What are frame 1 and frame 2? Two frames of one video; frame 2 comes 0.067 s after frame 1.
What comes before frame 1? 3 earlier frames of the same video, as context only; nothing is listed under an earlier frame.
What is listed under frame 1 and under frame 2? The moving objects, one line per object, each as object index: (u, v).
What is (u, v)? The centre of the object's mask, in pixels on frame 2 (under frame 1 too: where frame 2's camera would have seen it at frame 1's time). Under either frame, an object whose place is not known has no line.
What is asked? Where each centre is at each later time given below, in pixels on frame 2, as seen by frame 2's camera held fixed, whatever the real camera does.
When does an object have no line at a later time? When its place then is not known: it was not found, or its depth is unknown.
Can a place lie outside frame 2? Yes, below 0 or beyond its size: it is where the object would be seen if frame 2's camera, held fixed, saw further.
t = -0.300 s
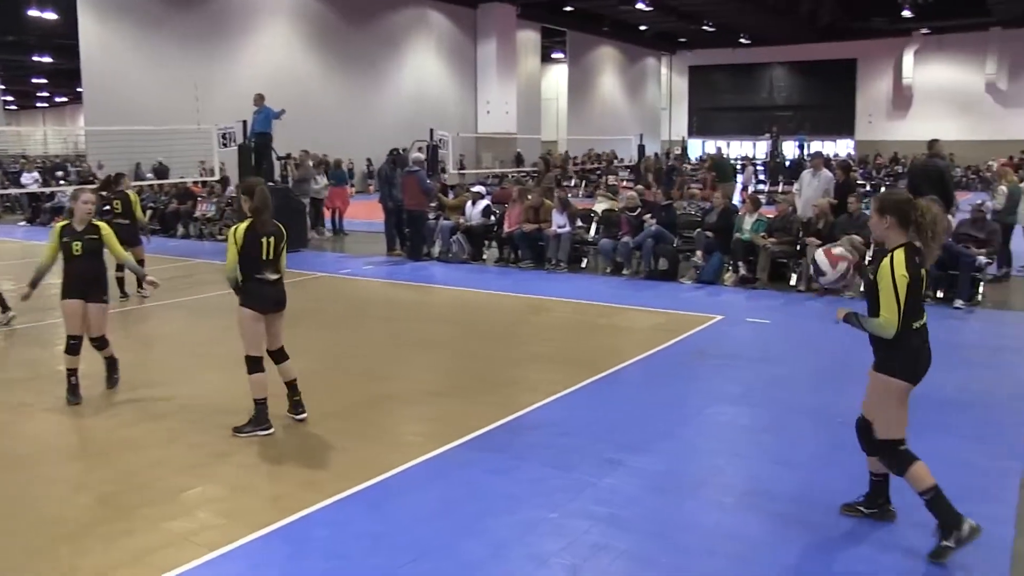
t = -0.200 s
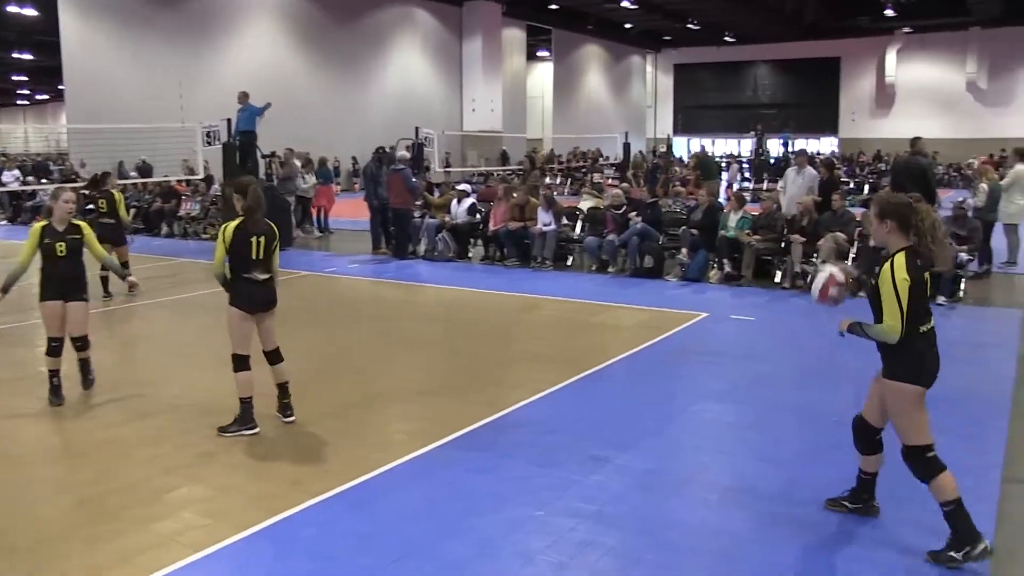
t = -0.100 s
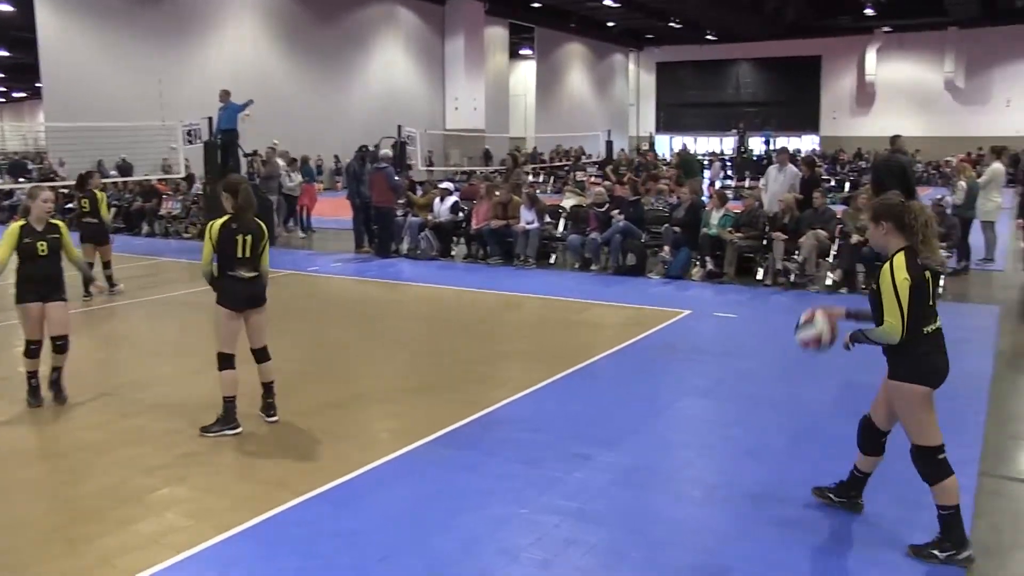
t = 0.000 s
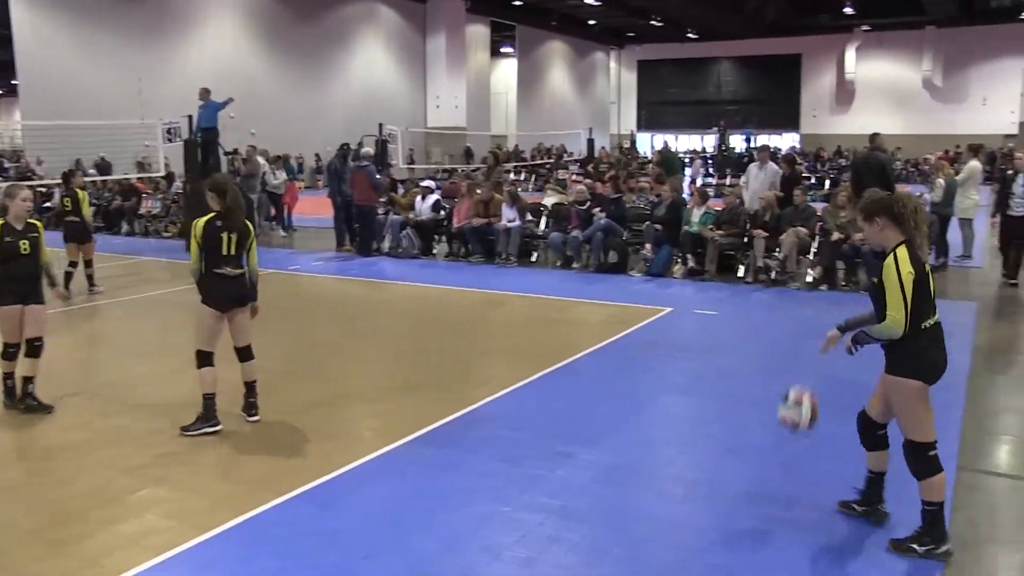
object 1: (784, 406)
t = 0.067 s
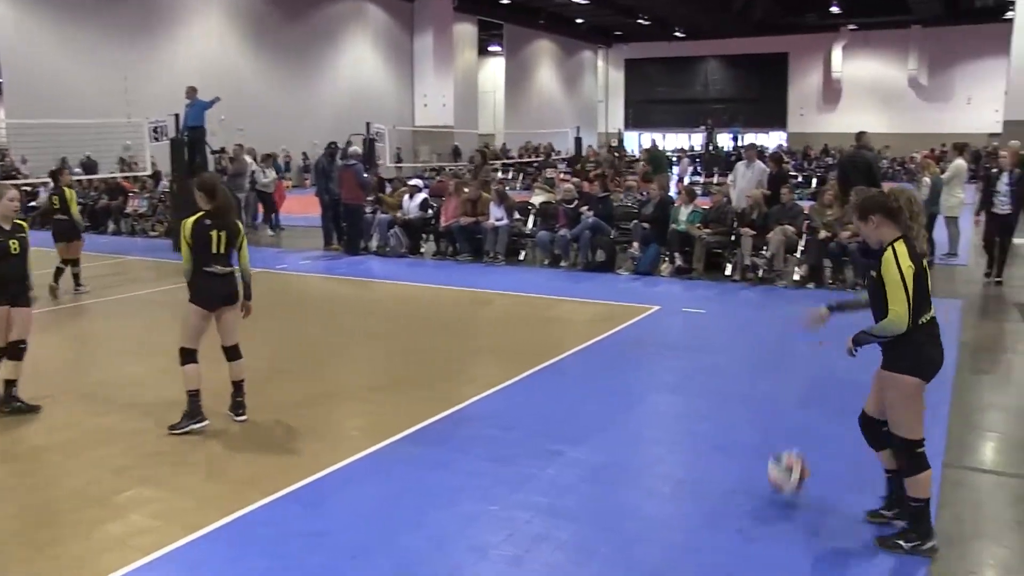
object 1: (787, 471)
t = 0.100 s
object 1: (790, 469)
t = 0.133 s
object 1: (796, 445)
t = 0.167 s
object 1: (801, 423)
